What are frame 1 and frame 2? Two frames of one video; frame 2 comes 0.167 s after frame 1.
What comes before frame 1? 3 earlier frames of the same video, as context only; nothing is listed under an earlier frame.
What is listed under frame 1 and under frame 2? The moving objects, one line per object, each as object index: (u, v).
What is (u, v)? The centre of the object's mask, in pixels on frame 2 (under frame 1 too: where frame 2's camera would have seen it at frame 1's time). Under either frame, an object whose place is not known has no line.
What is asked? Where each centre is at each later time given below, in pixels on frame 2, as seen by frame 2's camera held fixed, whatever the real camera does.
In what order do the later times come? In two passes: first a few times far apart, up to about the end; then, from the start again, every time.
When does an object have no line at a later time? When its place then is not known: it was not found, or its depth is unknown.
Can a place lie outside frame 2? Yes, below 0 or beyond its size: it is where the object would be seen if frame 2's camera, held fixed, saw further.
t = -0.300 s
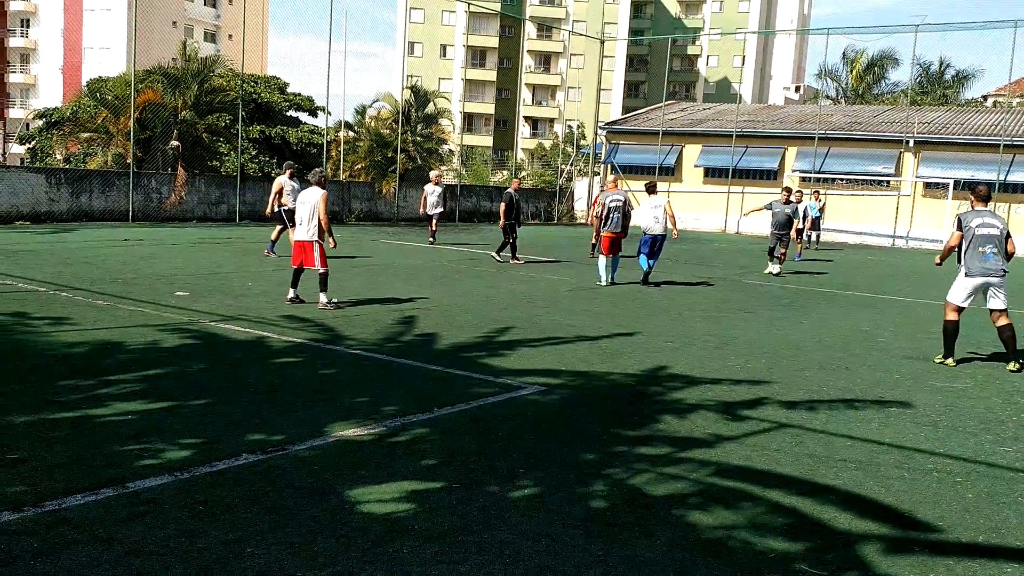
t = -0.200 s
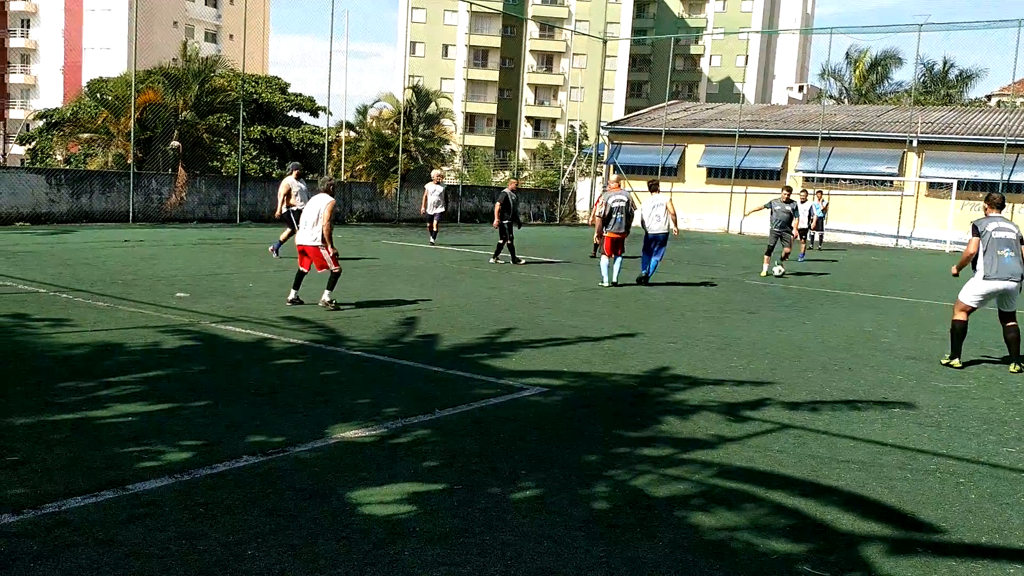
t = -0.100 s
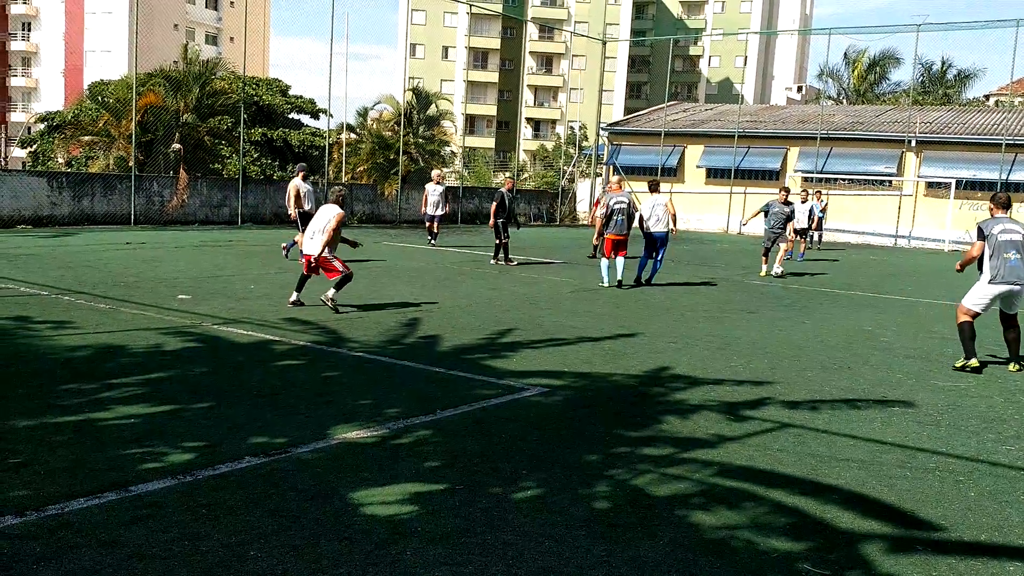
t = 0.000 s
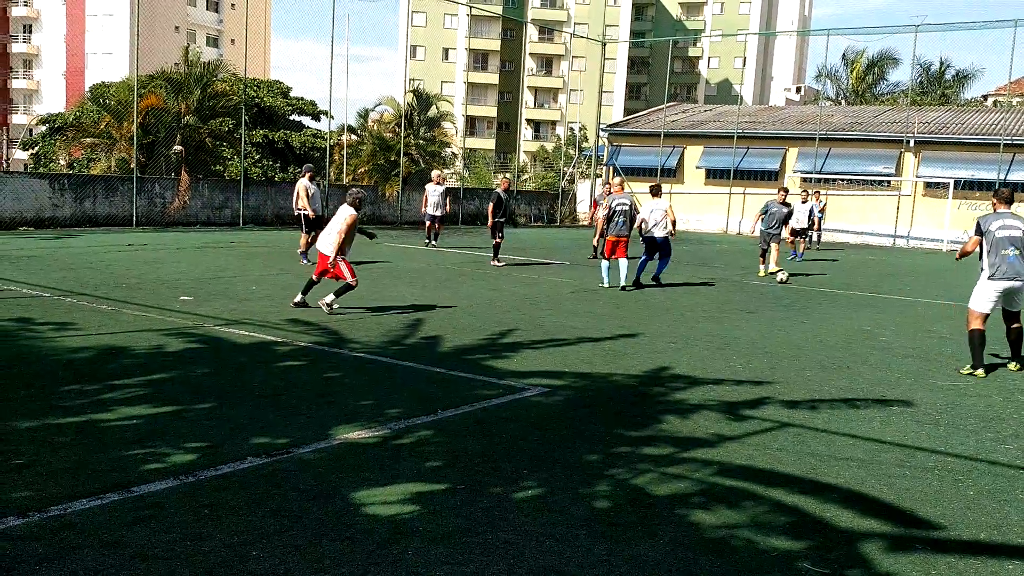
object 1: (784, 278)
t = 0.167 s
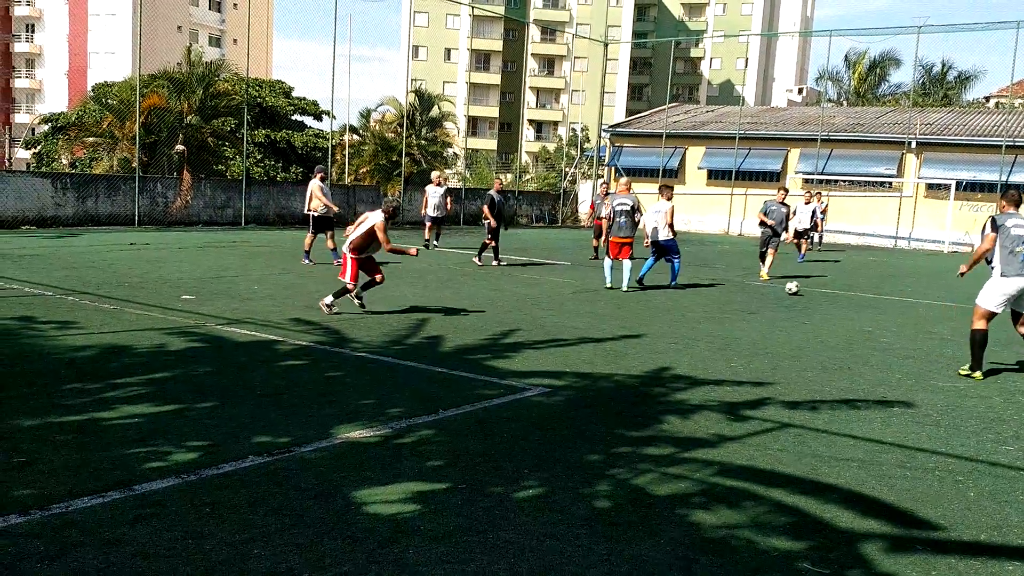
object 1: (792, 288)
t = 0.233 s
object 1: (797, 291)
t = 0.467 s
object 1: (809, 309)
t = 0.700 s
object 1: (823, 326)
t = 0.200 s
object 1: (794, 289)
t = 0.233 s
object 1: (797, 291)
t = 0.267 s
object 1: (798, 293)
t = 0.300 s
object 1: (800, 297)
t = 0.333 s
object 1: (802, 299)
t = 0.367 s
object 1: (804, 301)
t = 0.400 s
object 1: (806, 303)
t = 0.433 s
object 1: (808, 306)
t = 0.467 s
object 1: (809, 309)
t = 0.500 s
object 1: (811, 310)
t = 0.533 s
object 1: (813, 313)
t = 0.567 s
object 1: (815, 316)
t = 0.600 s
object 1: (817, 318)
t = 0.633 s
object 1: (819, 321)
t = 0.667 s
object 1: (821, 324)
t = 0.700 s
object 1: (823, 326)
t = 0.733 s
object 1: (825, 328)
